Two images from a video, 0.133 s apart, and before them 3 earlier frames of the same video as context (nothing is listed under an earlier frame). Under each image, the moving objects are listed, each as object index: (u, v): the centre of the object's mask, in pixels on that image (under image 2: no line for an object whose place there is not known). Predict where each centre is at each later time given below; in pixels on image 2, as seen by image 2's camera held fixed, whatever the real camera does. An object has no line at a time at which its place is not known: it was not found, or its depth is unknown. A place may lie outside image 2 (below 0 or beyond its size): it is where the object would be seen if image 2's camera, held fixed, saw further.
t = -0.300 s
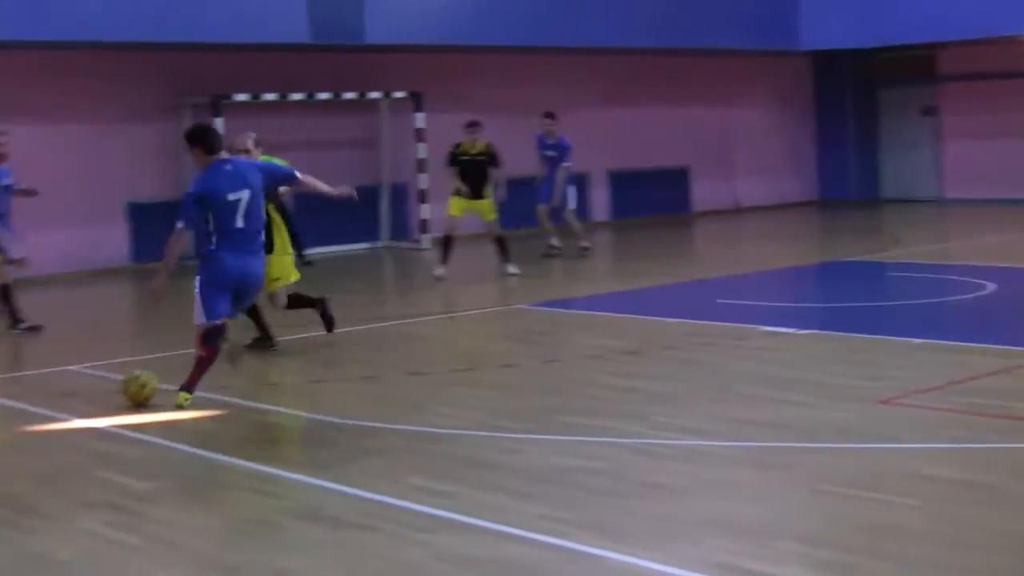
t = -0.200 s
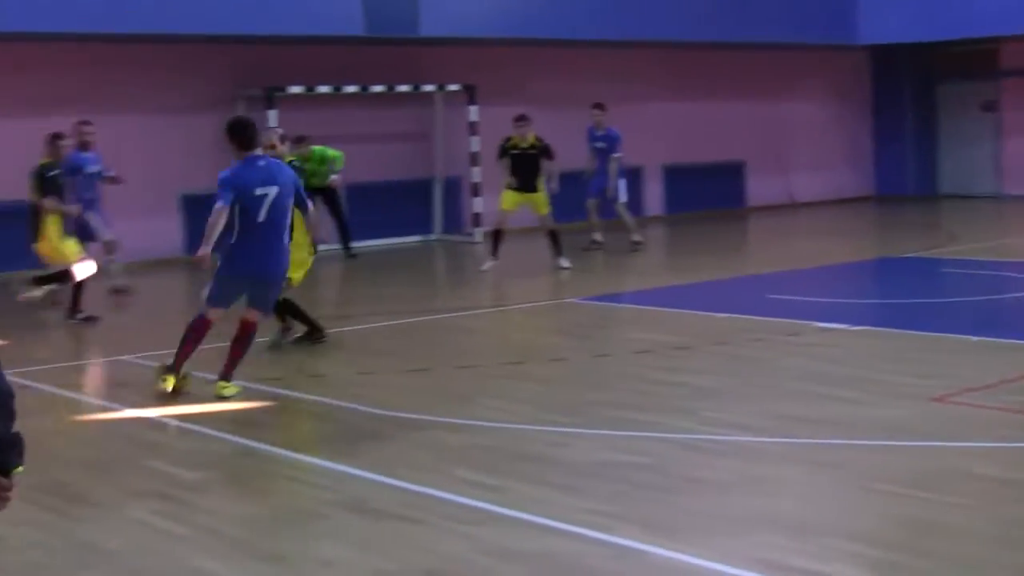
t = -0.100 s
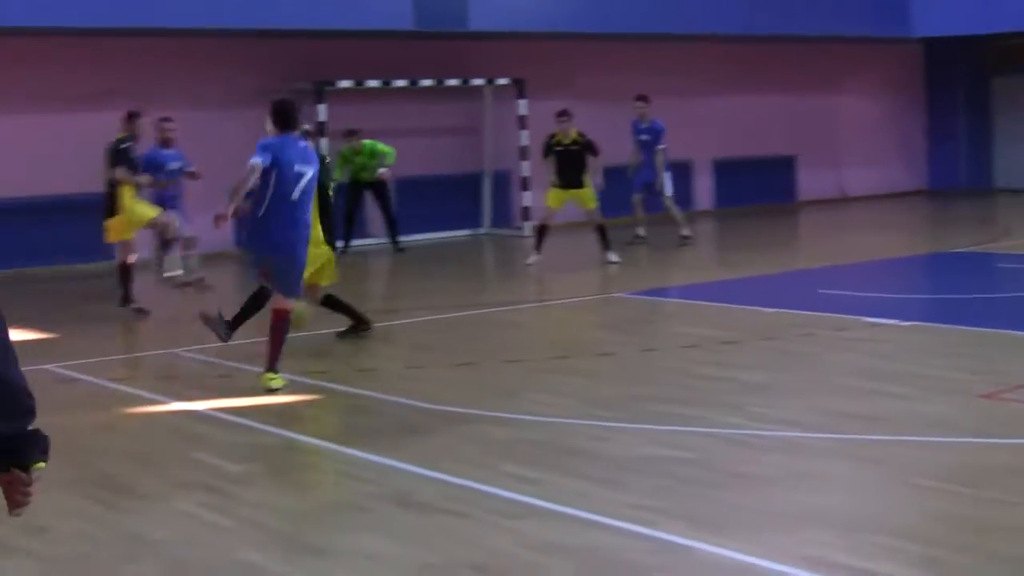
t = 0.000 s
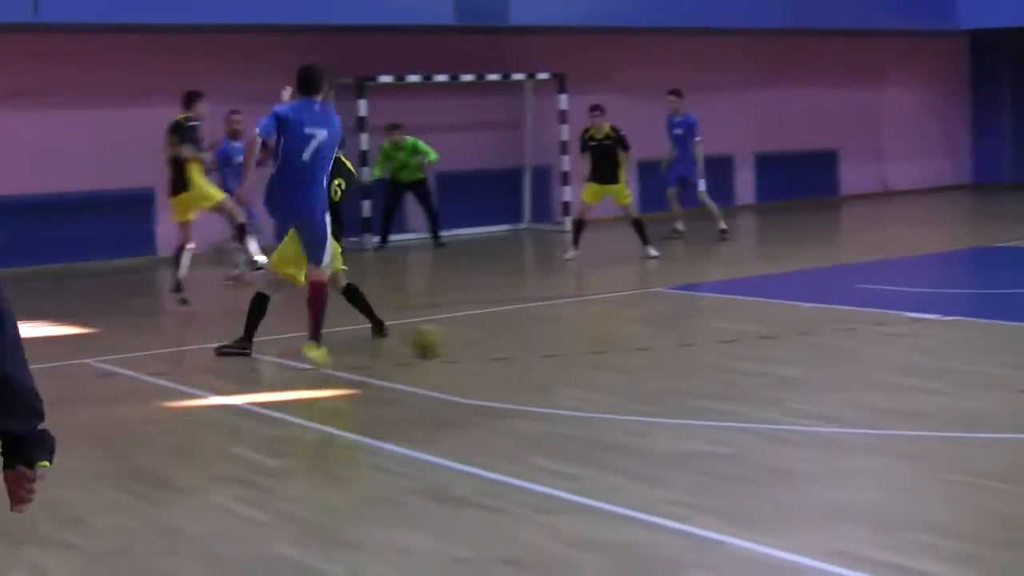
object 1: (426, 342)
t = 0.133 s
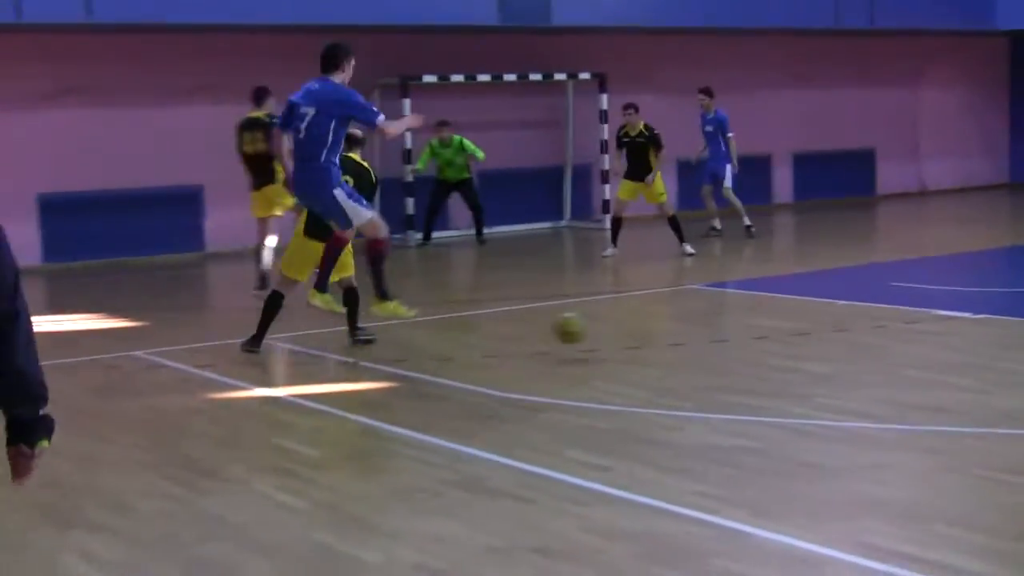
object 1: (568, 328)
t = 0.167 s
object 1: (594, 330)
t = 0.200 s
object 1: (621, 335)
